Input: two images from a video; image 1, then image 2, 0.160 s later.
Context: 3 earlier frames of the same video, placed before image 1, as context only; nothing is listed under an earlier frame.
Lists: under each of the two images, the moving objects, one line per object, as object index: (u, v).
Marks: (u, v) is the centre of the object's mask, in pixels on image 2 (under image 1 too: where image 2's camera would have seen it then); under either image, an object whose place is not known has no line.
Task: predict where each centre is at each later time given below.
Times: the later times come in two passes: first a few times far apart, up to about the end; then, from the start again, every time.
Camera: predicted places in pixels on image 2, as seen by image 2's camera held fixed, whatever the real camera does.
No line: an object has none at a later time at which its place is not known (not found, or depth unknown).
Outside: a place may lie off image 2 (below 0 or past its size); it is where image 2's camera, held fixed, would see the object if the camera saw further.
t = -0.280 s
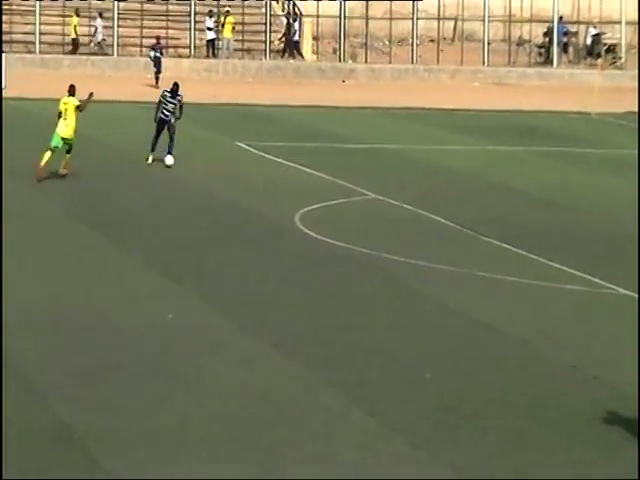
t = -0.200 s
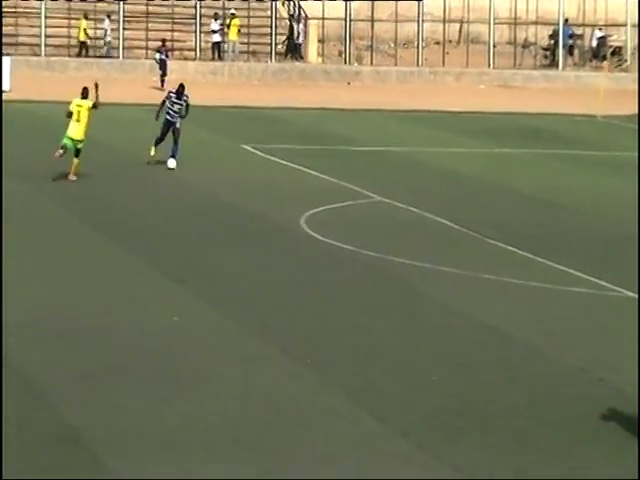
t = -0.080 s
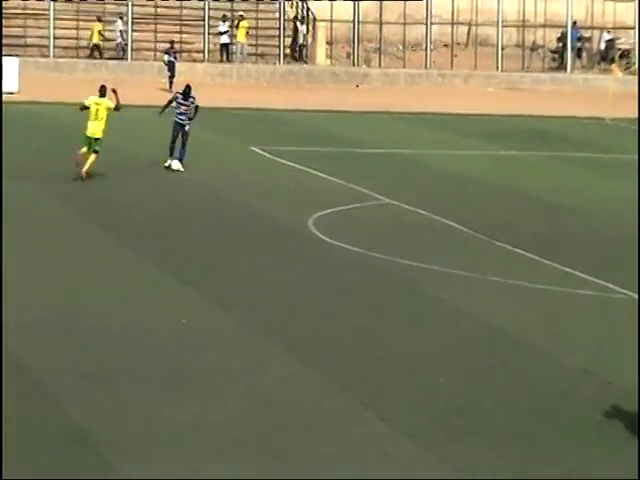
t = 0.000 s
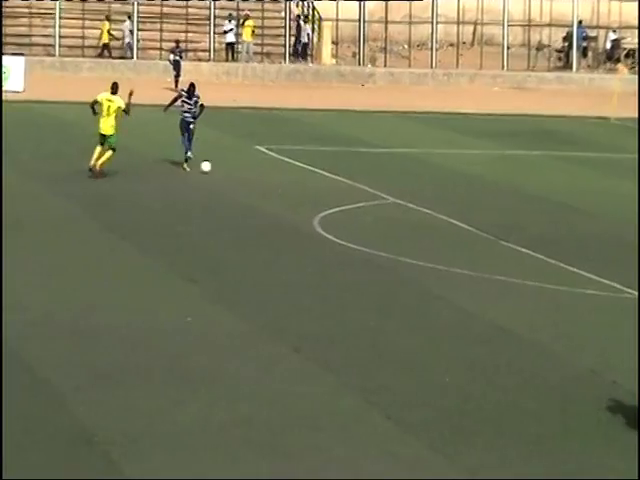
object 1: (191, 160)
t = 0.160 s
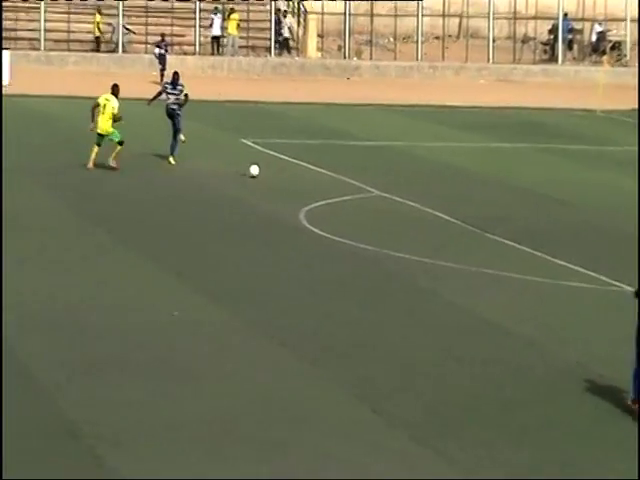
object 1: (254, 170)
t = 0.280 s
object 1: (299, 179)
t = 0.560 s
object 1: (396, 191)
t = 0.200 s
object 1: (269, 173)
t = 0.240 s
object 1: (284, 175)
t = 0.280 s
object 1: (299, 179)
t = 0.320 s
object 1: (313, 180)
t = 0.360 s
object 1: (328, 182)
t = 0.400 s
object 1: (342, 184)
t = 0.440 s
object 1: (356, 187)
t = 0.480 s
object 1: (370, 190)
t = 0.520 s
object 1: (383, 191)
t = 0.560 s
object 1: (396, 191)
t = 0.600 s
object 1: (409, 194)
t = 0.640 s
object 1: (422, 197)
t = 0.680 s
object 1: (434, 199)
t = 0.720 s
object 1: (445, 199)
